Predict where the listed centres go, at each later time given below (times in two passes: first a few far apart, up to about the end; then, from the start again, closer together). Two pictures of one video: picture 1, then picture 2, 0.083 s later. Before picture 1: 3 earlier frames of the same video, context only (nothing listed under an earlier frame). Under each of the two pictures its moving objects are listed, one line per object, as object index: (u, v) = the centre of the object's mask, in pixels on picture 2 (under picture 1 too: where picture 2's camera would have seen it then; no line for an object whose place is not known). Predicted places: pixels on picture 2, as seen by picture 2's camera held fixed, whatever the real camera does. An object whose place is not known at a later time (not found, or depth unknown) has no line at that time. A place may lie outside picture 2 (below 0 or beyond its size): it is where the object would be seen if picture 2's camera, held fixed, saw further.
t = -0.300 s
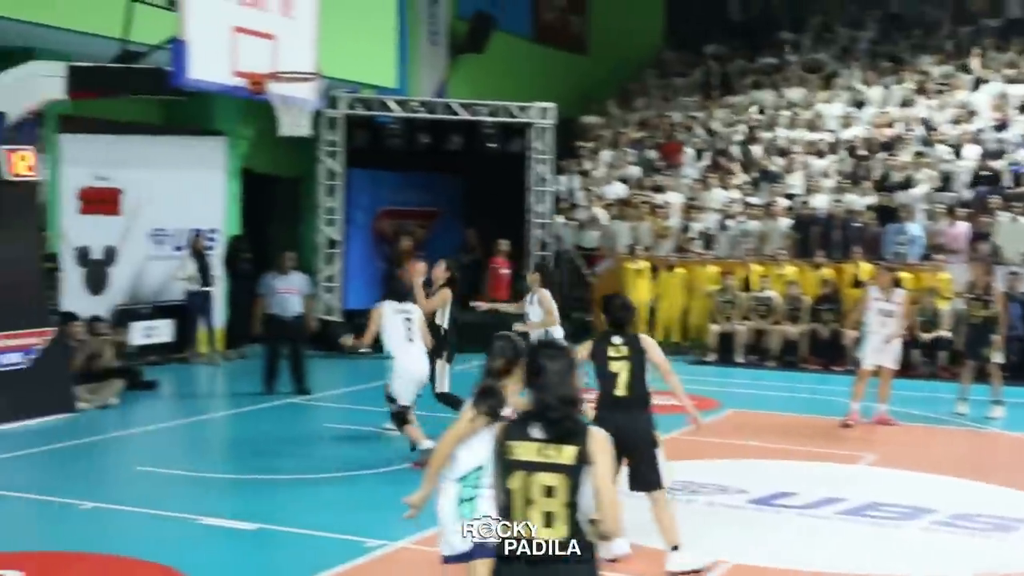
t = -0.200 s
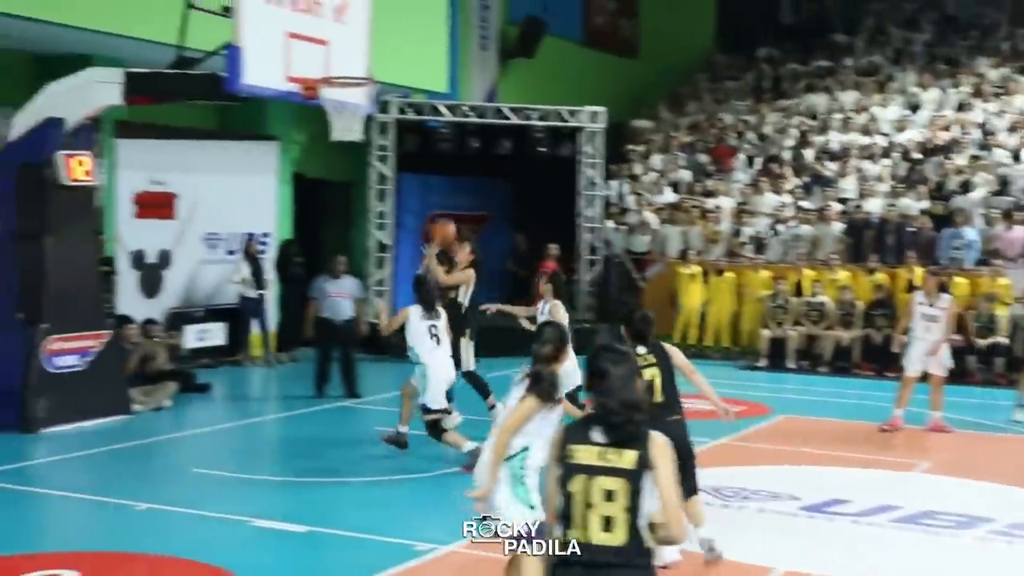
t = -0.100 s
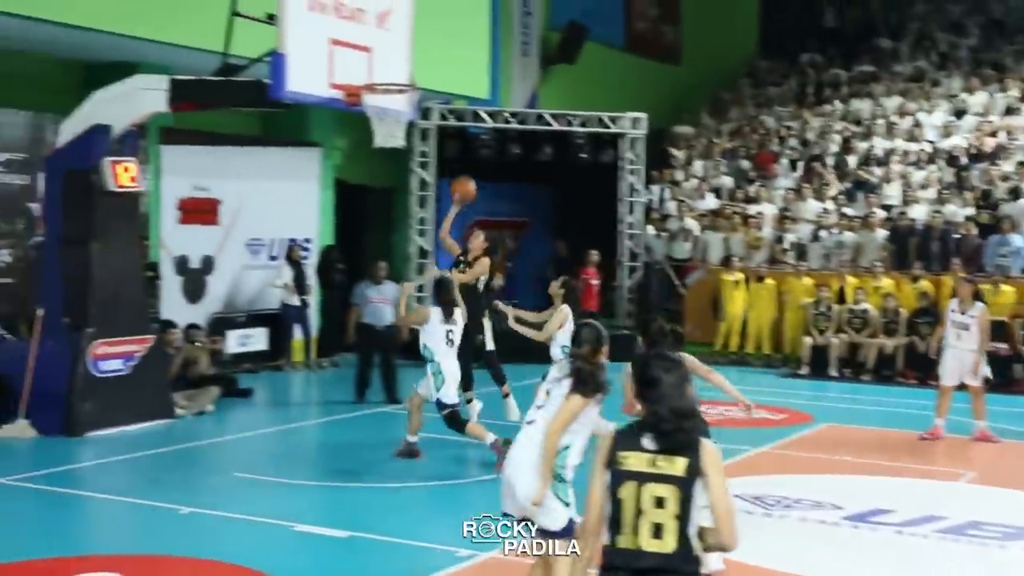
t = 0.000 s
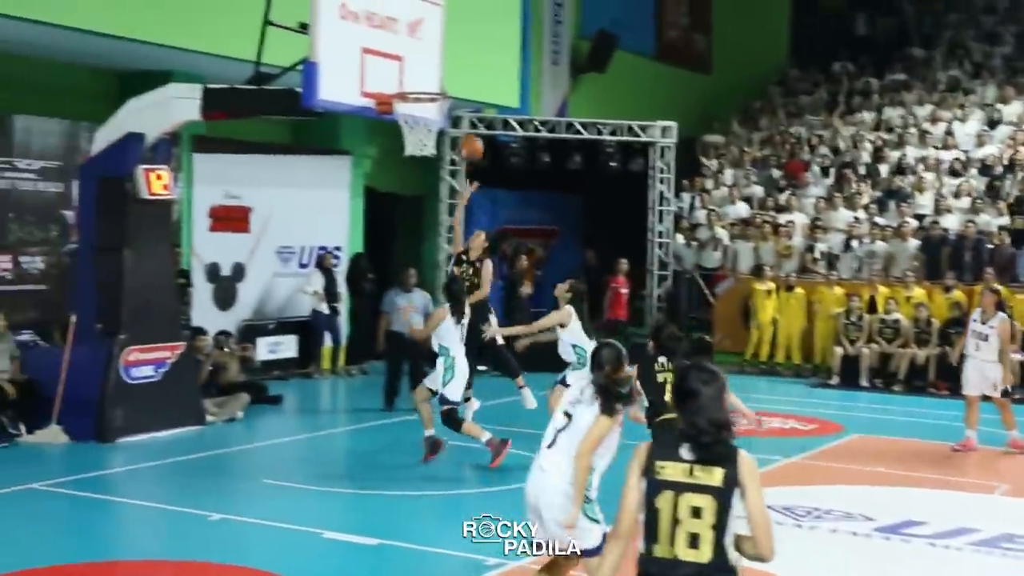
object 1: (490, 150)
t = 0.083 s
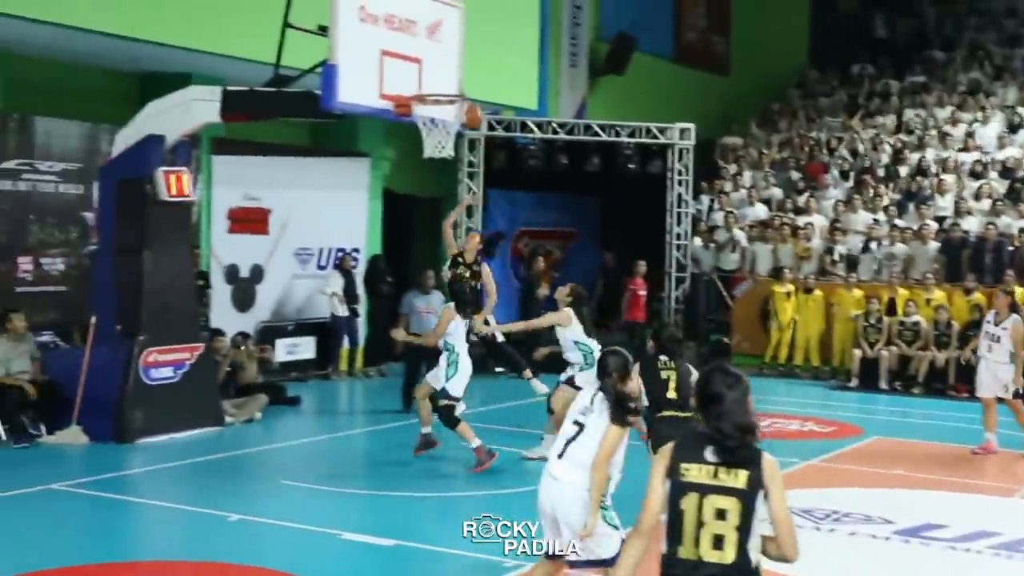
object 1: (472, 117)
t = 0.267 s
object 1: (444, 75)
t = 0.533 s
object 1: (450, 94)
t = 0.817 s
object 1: (434, 147)
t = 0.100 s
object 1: (471, 111)
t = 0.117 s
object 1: (469, 108)
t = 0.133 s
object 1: (454, 96)
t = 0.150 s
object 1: (451, 93)
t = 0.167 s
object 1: (448, 89)
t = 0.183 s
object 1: (444, 84)
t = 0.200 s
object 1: (442, 82)
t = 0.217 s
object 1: (443, 79)
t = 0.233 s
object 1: (443, 77)
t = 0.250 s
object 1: (444, 76)
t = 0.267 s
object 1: (444, 75)
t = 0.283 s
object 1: (445, 74)
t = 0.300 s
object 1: (445, 73)
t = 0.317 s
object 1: (446, 73)
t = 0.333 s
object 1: (446, 73)
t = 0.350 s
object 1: (447, 73)
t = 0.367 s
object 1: (447, 74)
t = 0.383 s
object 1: (448, 75)
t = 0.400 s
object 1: (448, 76)
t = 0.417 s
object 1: (449, 78)
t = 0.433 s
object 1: (450, 80)
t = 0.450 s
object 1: (451, 83)
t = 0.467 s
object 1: (451, 85)
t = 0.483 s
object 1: (451, 87)
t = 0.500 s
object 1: (451, 90)
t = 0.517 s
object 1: (451, 91)
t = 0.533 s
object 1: (450, 94)
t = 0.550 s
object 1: (450, 97)
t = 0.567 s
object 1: (449, 102)
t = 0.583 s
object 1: (449, 107)
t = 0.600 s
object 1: (448, 110)
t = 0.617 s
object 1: (447, 116)
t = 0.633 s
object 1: (446, 120)
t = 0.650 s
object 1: (447, 123)
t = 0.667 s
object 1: (445, 126)
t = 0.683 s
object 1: (444, 127)
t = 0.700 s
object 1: (441, 127)
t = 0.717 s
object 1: (440, 127)
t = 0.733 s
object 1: (442, 135)
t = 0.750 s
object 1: (443, 142)
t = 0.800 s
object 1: (436, 146)
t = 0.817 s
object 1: (434, 147)
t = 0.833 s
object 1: (433, 150)
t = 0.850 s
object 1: (431, 151)
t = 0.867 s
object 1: (430, 156)
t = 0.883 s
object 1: (429, 158)
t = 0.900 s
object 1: (428, 162)
